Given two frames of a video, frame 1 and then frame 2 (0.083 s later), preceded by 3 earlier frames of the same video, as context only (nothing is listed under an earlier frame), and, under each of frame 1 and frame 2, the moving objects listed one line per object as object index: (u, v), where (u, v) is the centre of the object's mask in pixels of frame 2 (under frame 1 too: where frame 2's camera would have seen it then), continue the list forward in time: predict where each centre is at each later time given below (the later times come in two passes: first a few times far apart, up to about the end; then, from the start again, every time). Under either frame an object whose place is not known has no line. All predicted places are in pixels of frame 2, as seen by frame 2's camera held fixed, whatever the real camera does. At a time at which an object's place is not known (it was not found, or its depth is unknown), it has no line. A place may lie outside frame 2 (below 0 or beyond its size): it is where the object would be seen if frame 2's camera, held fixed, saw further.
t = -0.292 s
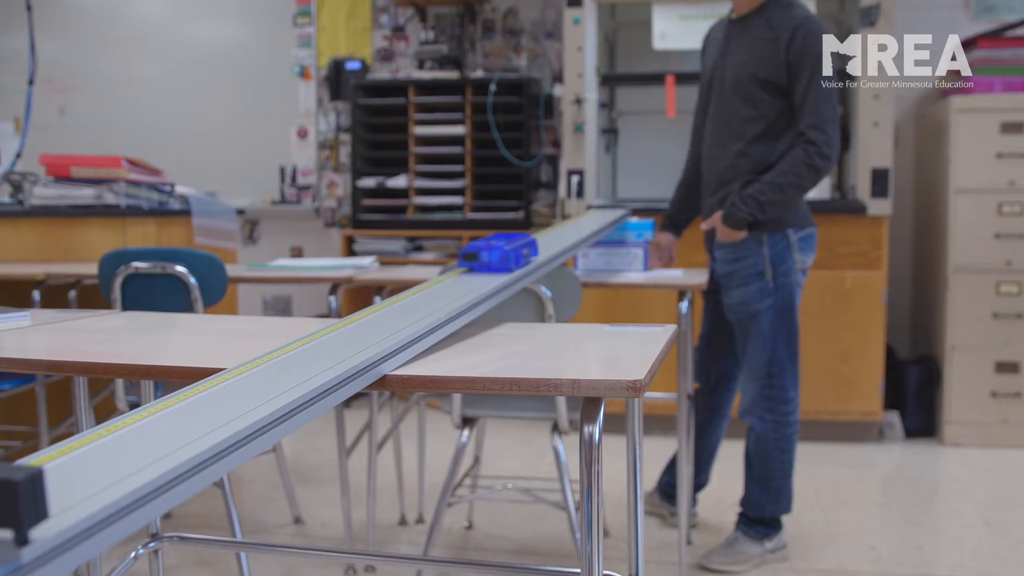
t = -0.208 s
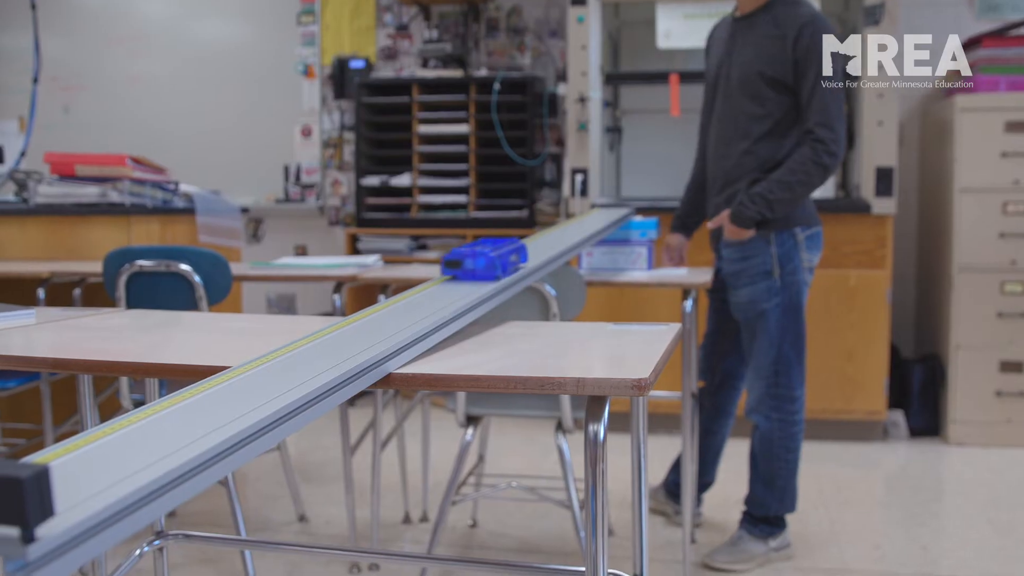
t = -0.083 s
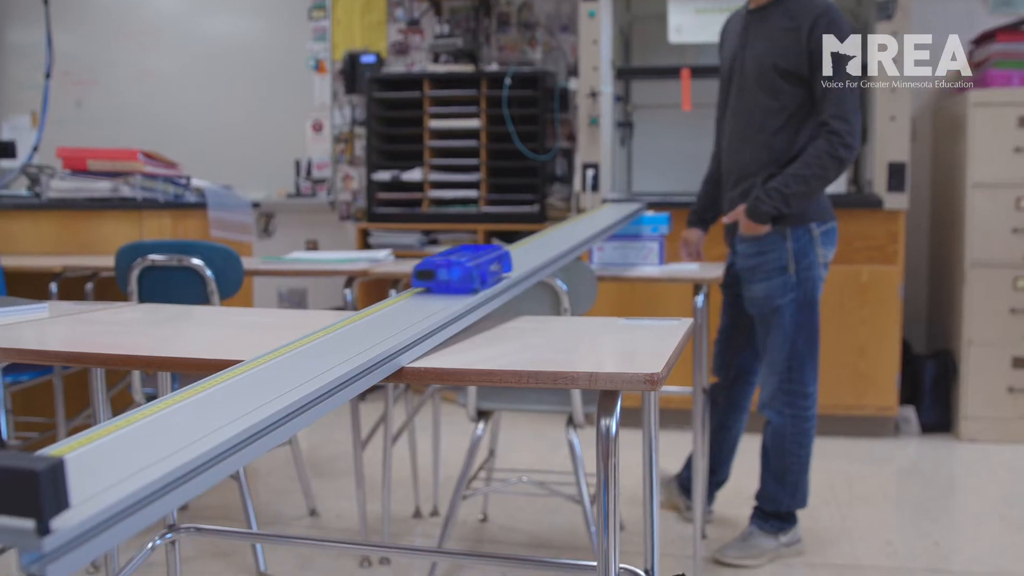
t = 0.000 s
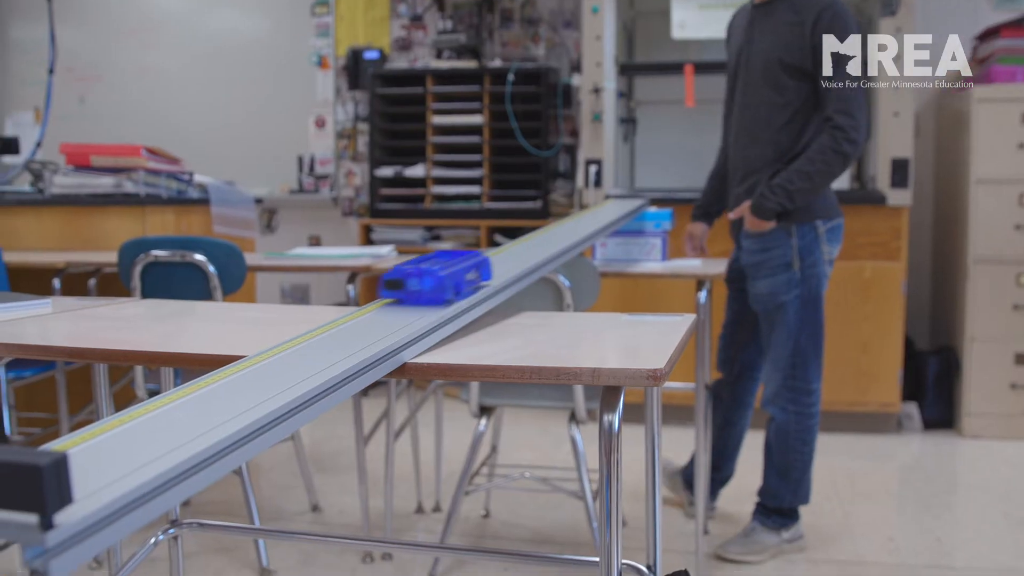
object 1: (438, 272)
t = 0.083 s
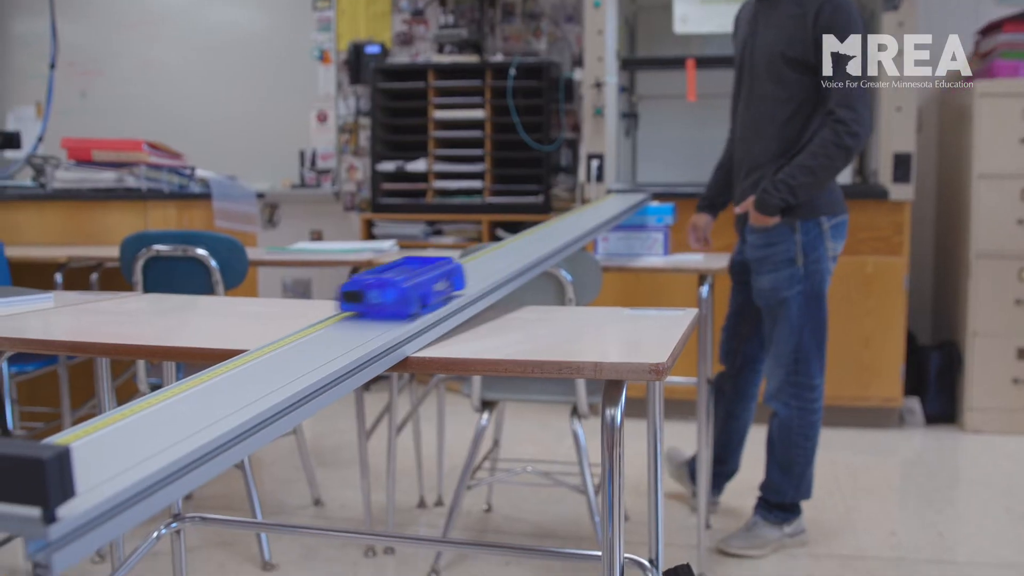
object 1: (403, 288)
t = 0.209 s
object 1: (330, 320)
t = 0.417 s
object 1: (122, 414)
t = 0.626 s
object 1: (209, 377)
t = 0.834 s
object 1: (273, 348)
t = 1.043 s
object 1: (297, 336)
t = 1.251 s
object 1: (293, 338)
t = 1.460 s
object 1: (273, 346)
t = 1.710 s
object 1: (225, 366)
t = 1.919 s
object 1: (156, 396)
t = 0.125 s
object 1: (381, 298)
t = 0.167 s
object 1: (358, 308)
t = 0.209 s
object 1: (330, 320)
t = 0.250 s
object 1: (297, 335)
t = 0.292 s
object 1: (256, 353)
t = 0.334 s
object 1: (214, 373)
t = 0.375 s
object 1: (157, 398)
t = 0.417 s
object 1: (122, 414)
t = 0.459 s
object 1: (129, 407)
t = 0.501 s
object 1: (147, 404)
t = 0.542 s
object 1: (168, 394)
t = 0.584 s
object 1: (188, 385)
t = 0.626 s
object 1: (209, 377)
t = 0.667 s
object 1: (227, 369)
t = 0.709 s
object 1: (242, 362)
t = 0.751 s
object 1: (254, 357)
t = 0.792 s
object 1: (264, 352)
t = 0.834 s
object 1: (273, 348)
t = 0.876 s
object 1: (281, 344)
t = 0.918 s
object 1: (286, 342)
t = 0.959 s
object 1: (292, 339)
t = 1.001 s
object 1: (295, 338)
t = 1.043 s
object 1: (297, 336)
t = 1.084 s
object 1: (298, 336)
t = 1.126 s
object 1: (298, 336)
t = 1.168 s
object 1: (297, 336)
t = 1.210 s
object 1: (296, 337)
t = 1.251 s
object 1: (293, 338)
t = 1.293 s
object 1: (290, 339)
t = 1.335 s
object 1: (286, 341)
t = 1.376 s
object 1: (282, 342)
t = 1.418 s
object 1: (278, 343)
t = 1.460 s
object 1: (273, 346)
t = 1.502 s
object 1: (267, 348)
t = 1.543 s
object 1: (260, 351)
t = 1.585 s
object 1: (253, 354)
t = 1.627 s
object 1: (245, 358)
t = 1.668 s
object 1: (235, 362)
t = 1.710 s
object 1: (225, 366)
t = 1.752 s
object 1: (214, 371)
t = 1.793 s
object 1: (202, 376)
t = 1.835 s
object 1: (189, 382)
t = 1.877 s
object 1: (173, 389)
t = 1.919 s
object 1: (156, 396)
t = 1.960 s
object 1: (143, 402)
